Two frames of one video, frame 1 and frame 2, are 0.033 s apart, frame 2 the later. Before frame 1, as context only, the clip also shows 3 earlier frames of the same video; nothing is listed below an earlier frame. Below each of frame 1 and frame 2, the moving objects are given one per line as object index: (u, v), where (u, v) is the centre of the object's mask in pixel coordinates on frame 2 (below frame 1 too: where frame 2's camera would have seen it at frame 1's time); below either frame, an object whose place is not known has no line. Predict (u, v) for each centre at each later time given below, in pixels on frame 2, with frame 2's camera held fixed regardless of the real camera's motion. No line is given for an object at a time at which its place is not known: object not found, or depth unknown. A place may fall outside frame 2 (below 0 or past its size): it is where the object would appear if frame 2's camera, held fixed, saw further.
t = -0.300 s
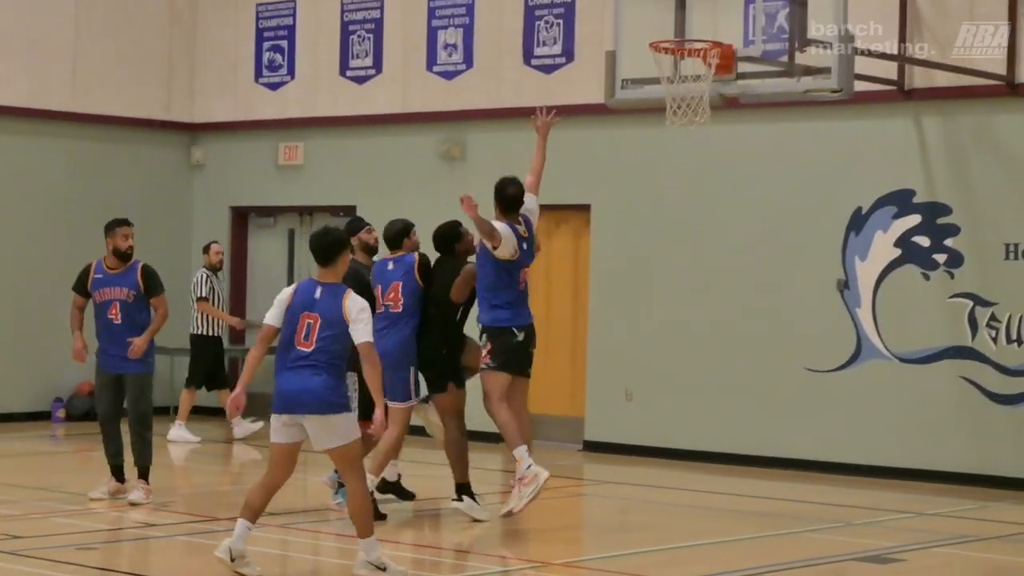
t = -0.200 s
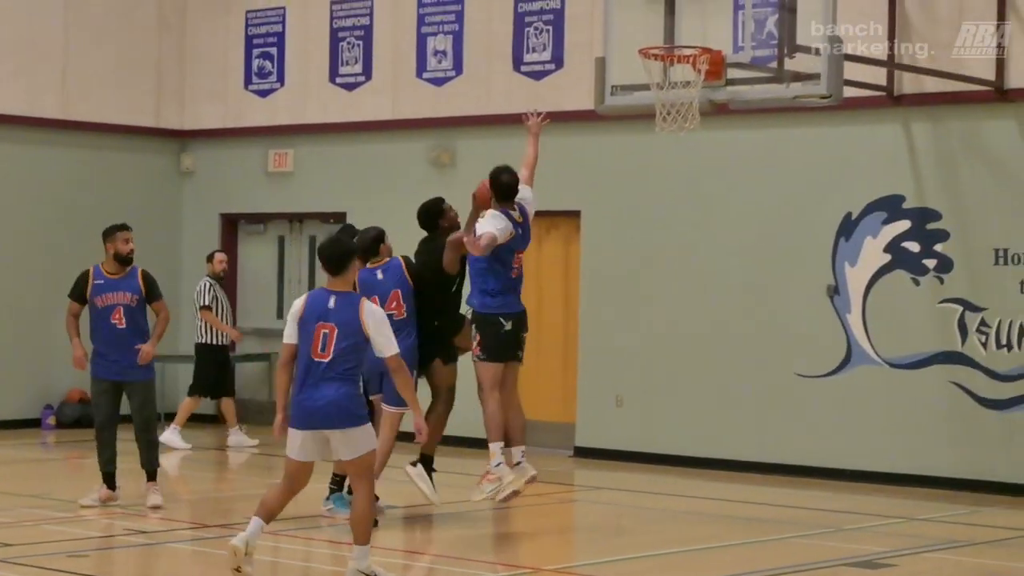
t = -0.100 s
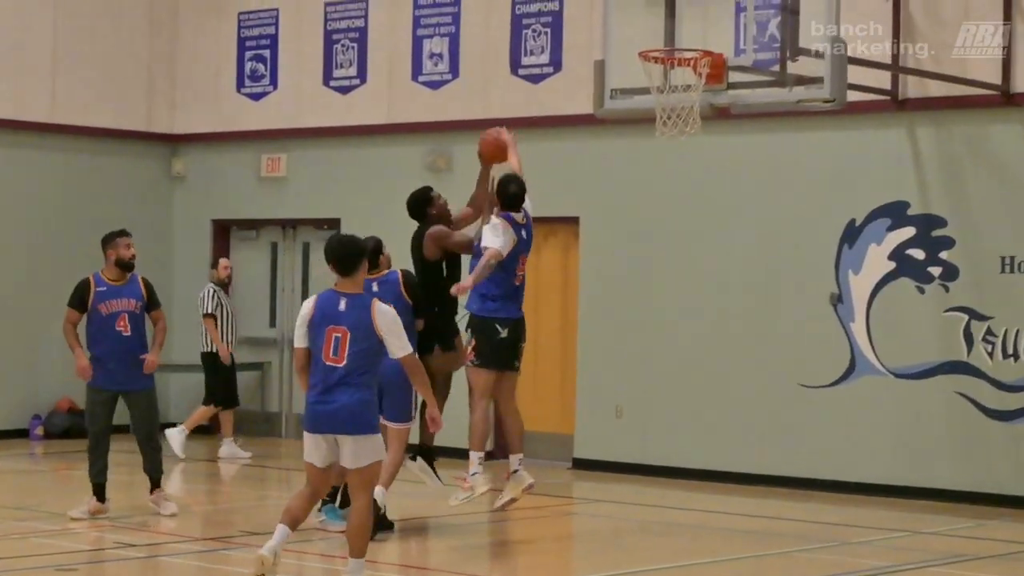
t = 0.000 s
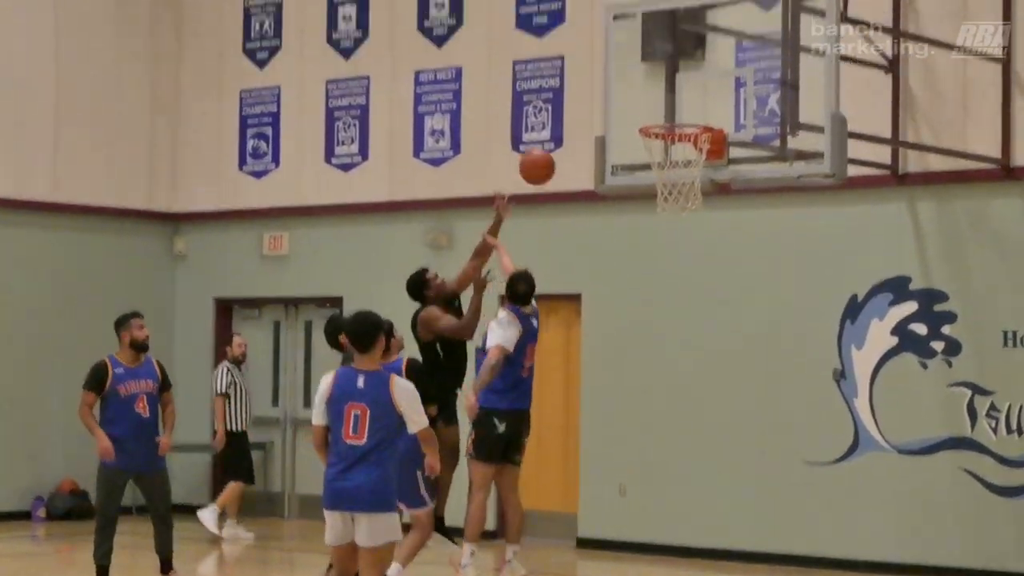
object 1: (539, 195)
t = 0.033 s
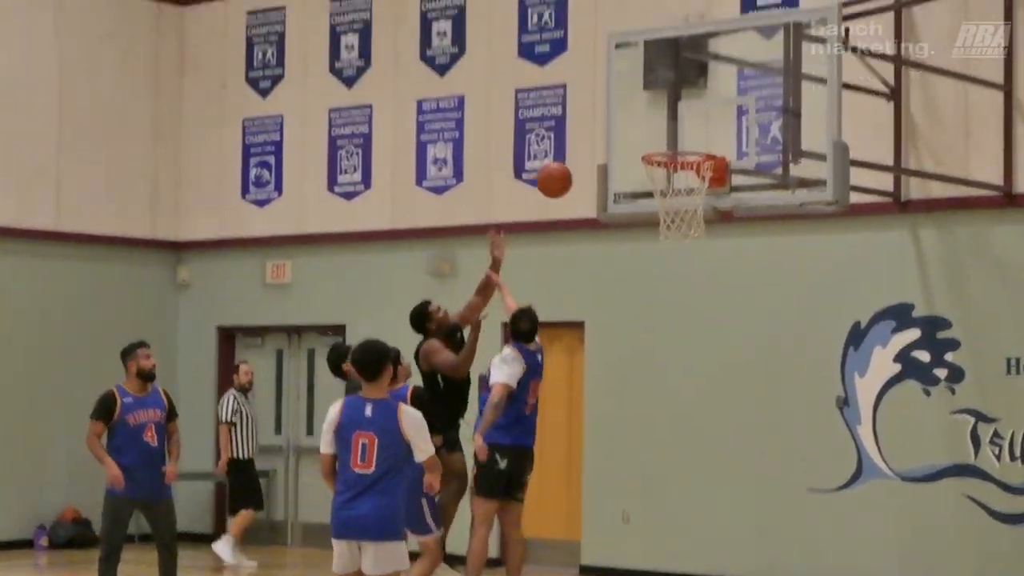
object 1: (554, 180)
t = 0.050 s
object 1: (561, 173)
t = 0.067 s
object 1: (568, 167)
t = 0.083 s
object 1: (575, 161)
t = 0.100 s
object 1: (582, 155)
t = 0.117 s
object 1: (589, 150)
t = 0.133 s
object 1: (596, 144)
